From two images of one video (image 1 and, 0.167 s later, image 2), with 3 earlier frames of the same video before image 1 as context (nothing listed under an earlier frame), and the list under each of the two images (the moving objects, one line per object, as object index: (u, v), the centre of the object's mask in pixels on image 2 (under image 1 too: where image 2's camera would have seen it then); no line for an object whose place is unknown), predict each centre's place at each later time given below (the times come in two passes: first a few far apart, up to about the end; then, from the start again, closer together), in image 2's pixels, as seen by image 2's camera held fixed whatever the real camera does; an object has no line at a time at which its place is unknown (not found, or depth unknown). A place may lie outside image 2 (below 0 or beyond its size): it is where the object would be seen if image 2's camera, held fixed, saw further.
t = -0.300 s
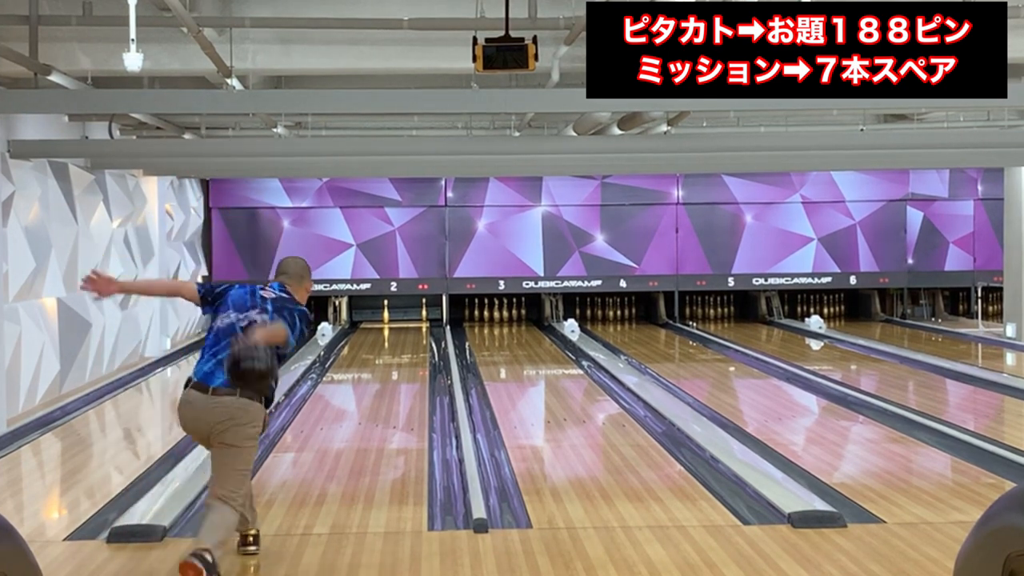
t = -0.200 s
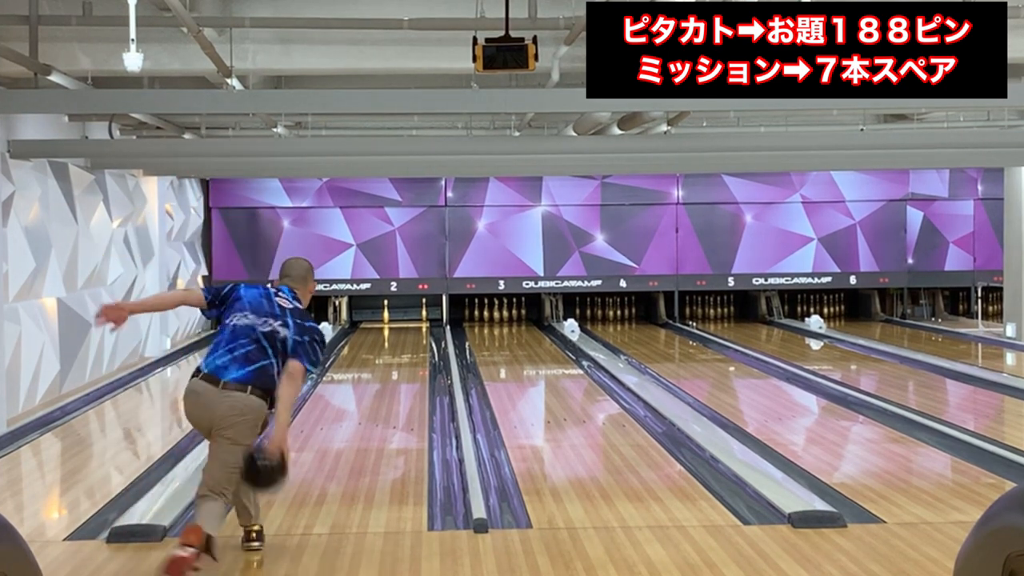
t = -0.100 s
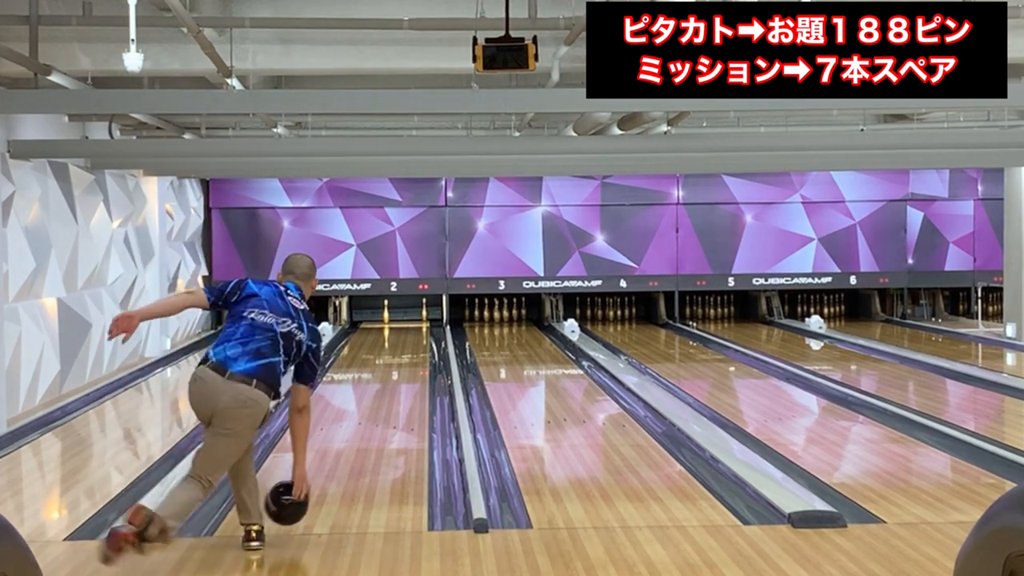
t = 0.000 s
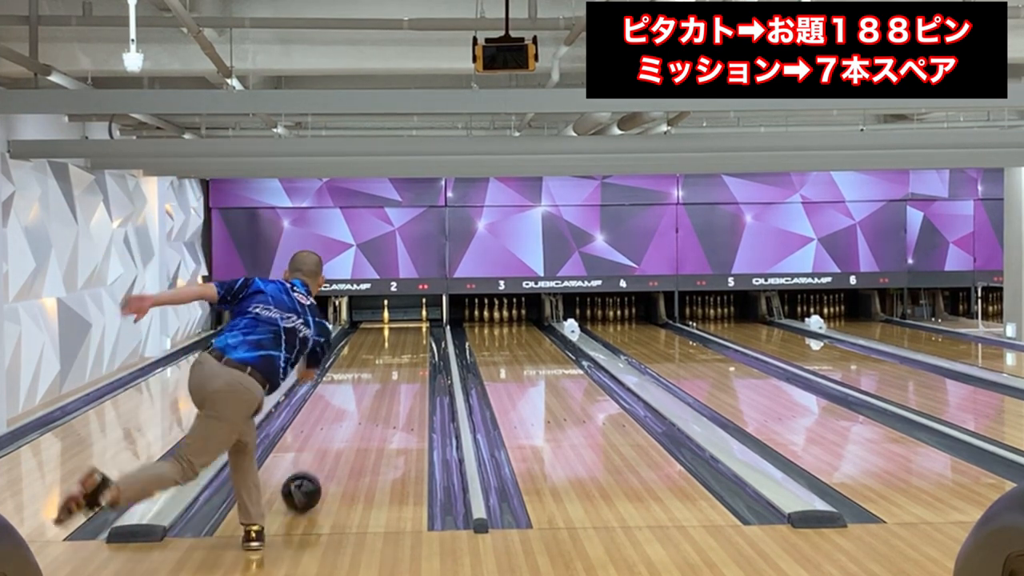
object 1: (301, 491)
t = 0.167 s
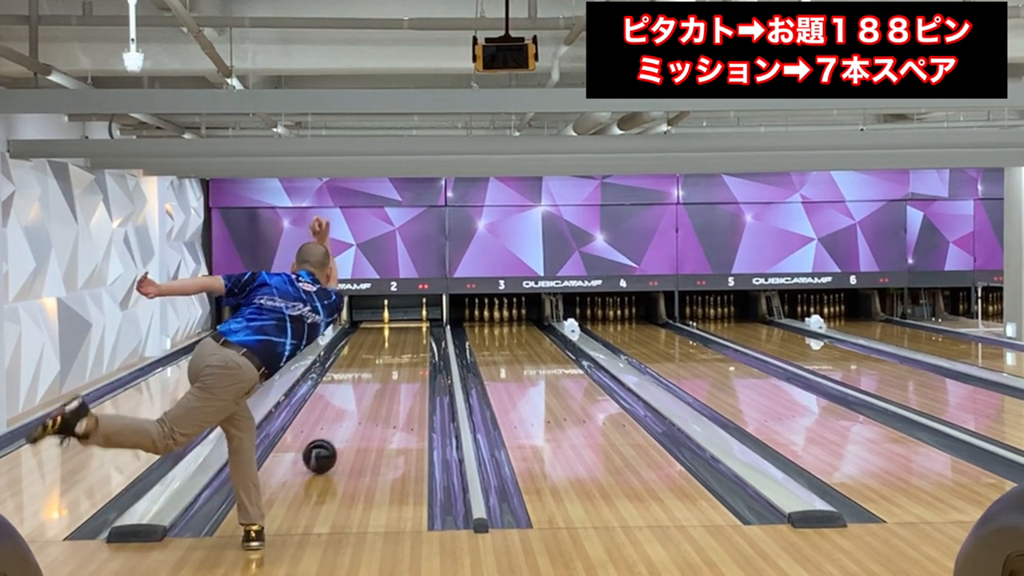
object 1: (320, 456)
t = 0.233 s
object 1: (325, 444)
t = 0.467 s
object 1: (341, 410)
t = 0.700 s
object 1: (353, 386)
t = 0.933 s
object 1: (361, 368)
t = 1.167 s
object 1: (368, 354)
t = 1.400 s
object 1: (372, 342)
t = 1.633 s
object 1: (376, 332)
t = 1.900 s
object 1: (377, 323)
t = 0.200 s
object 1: (323, 450)
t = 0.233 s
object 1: (325, 444)
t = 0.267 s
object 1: (328, 439)
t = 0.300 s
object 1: (330, 433)
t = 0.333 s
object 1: (333, 428)
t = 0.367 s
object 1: (335, 423)
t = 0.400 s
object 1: (338, 419)
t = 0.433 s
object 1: (339, 415)
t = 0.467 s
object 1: (341, 410)
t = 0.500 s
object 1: (343, 407)
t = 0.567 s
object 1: (348, 399)
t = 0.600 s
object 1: (348, 396)
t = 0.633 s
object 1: (350, 393)
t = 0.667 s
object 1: (351, 389)
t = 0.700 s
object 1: (353, 386)
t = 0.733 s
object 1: (354, 383)
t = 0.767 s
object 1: (356, 380)
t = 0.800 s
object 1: (357, 378)
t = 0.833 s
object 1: (358, 375)
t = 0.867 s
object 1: (359, 373)
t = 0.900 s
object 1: (360, 371)
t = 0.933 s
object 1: (361, 368)
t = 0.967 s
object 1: (363, 366)
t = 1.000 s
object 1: (363, 364)
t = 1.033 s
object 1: (365, 362)
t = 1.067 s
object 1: (365, 360)
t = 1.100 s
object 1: (366, 358)
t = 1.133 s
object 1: (367, 356)
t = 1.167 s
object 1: (368, 354)
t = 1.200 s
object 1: (368, 353)
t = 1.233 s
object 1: (369, 350)
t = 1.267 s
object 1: (370, 349)
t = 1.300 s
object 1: (371, 347)
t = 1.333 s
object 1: (371, 345)
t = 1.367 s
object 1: (372, 344)
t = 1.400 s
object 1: (372, 342)
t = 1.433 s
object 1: (373, 341)
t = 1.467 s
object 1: (373, 340)
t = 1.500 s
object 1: (374, 338)
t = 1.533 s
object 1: (374, 337)
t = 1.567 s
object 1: (375, 336)
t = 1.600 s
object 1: (375, 334)
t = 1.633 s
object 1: (376, 332)
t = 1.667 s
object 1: (377, 331)
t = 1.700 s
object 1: (377, 330)
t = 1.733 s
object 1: (377, 329)
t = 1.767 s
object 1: (377, 328)
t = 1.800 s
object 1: (377, 327)
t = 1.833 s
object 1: (377, 326)
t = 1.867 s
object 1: (377, 325)
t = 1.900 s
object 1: (377, 323)
